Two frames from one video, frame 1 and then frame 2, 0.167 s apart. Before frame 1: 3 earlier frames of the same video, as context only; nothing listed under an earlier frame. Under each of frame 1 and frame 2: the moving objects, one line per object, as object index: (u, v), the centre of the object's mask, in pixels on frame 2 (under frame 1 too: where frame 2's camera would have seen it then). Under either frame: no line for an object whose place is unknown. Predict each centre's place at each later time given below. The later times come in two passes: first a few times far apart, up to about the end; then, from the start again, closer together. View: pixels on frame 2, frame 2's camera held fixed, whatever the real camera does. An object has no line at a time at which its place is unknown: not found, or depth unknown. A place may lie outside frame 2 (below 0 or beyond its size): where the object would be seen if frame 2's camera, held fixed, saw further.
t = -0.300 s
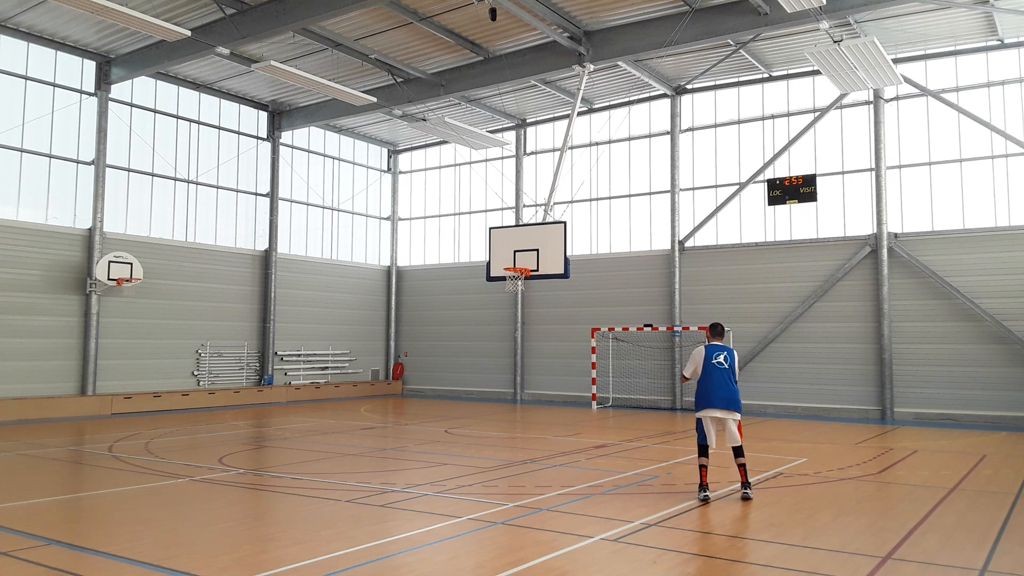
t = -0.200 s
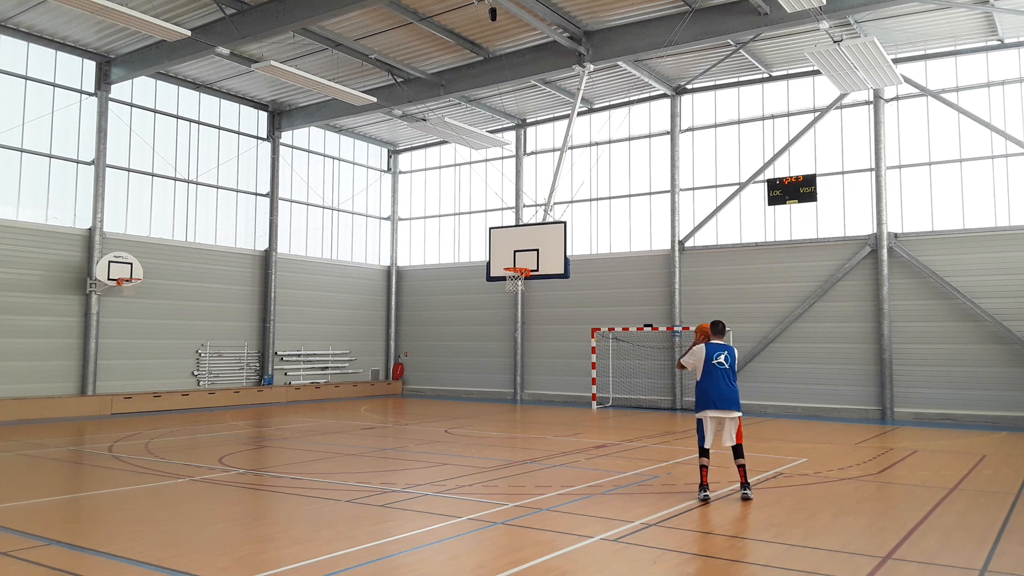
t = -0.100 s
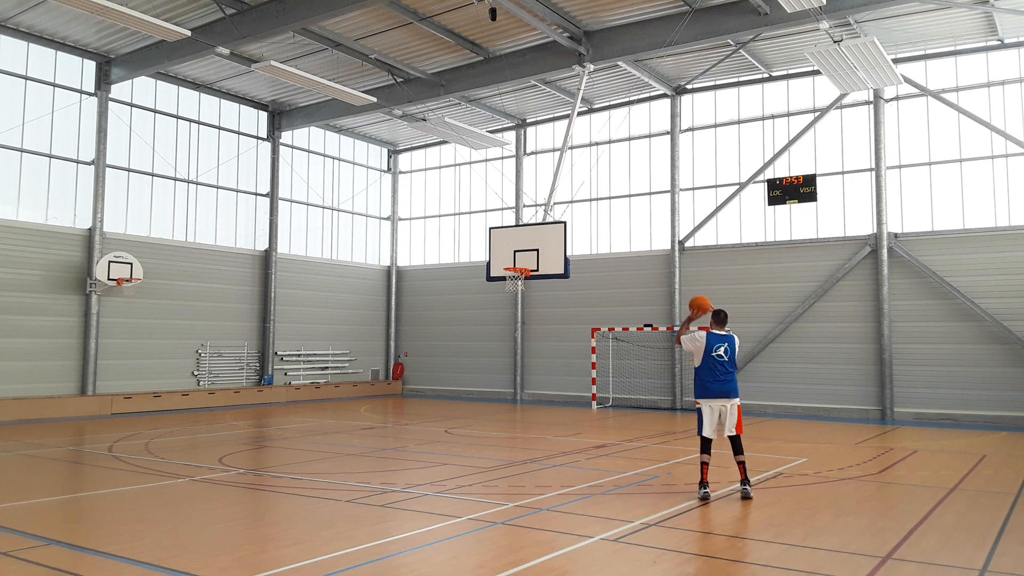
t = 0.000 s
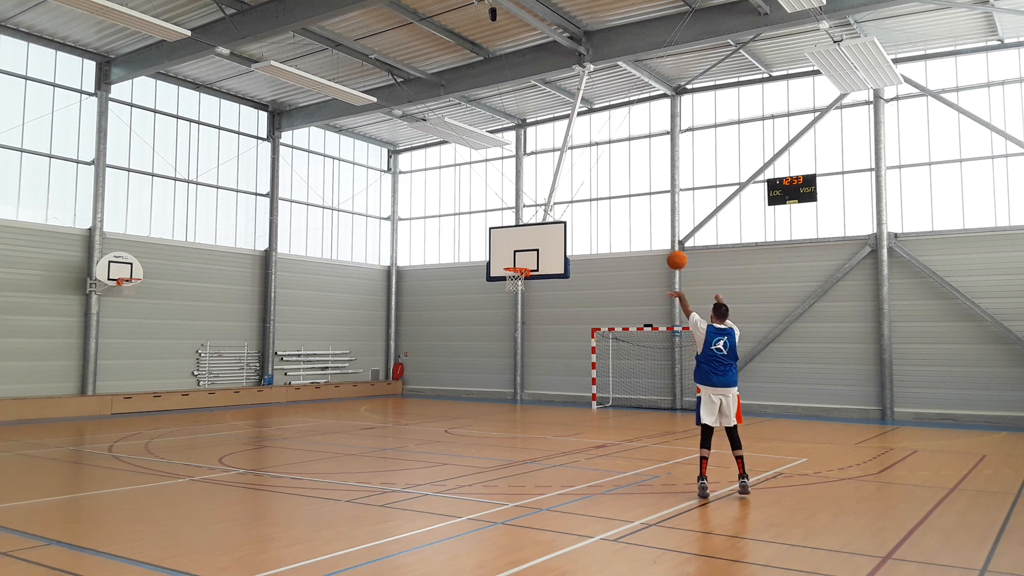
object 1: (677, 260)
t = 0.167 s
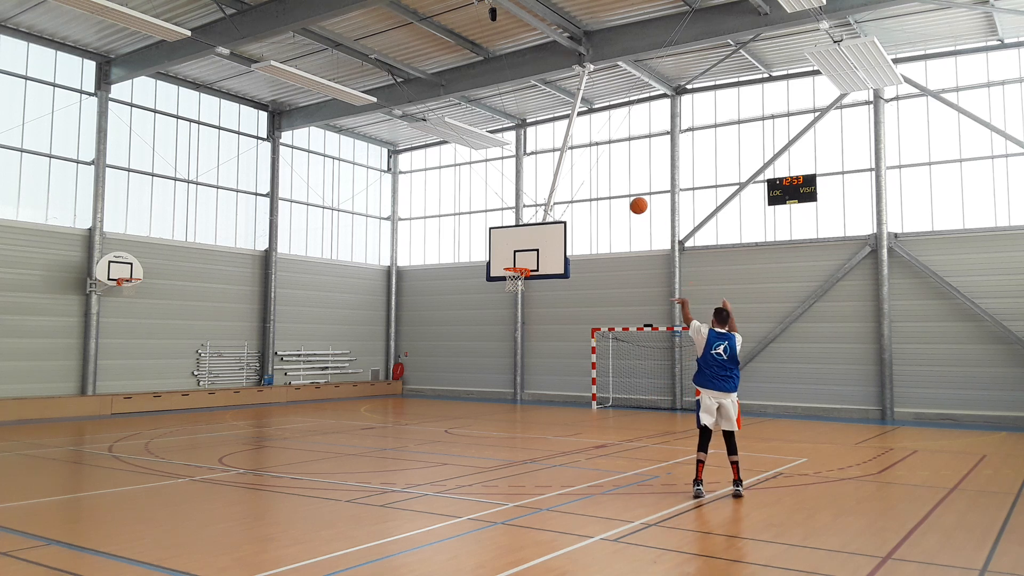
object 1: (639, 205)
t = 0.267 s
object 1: (619, 186)
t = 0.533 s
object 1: (578, 171)
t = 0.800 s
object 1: (545, 198)
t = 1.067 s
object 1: (518, 256)
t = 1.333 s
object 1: (508, 295)
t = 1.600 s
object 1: (506, 343)
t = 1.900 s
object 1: (505, 408)
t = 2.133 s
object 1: (517, 356)
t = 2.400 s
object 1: (530, 328)
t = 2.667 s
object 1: (543, 334)
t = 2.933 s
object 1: (557, 377)
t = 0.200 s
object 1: (632, 198)
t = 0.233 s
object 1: (626, 192)
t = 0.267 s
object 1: (619, 186)
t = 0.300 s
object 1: (614, 181)
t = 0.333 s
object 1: (608, 178)
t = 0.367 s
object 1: (603, 175)
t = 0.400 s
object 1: (597, 172)
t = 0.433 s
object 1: (592, 171)
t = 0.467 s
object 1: (587, 170)
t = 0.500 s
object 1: (583, 170)
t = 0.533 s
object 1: (578, 171)
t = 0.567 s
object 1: (573, 173)
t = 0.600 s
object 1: (569, 174)
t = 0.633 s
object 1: (565, 177)
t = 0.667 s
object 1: (561, 180)
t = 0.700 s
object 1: (557, 184)
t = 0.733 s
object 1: (553, 188)
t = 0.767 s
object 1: (549, 193)
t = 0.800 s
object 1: (545, 198)
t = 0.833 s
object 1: (542, 204)
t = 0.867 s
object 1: (538, 210)
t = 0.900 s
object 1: (535, 217)
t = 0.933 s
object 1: (531, 224)
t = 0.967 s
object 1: (528, 231)
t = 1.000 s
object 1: (524, 239)
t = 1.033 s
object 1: (521, 247)
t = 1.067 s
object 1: (518, 256)
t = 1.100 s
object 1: (515, 264)
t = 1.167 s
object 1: (510, 281)
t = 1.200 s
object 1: (509, 285)
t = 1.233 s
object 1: (509, 285)
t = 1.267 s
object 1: (509, 288)
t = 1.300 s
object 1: (508, 291)
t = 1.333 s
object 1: (508, 295)
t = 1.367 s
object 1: (508, 299)
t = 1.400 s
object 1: (507, 304)
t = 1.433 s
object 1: (507, 309)
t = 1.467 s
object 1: (507, 315)
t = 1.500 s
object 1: (507, 321)
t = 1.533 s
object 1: (506, 328)
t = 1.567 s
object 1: (506, 336)
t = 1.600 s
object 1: (506, 343)
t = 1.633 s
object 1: (505, 352)
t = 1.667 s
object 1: (505, 360)
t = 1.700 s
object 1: (505, 370)
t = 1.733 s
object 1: (504, 380)
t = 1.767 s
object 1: (504, 390)
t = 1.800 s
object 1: (503, 401)
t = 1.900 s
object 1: (505, 408)
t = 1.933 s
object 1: (507, 399)
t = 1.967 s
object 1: (508, 390)
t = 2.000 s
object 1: (510, 382)
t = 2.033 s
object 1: (512, 375)
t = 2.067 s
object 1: (513, 368)
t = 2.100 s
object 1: (515, 362)
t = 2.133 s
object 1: (517, 356)
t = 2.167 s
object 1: (519, 351)
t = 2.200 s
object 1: (520, 346)
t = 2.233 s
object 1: (522, 342)
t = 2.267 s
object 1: (523, 338)
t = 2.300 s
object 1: (525, 334)
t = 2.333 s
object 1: (527, 332)
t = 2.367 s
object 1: (529, 330)
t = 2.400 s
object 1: (530, 328)
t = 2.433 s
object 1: (532, 327)
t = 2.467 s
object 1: (533, 326)
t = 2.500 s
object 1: (535, 326)
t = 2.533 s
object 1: (537, 327)
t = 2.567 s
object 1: (538, 328)
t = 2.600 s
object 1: (540, 329)
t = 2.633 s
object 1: (541, 332)
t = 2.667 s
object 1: (543, 334)
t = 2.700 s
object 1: (545, 338)
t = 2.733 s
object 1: (547, 342)
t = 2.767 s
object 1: (548, 346)
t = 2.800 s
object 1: (550, 351)
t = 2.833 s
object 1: (552, 357)
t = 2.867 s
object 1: (553, 363)
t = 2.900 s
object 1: (555, 370)
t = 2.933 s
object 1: (557, 377)
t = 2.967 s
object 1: (558, 385)
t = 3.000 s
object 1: (560, 393)
